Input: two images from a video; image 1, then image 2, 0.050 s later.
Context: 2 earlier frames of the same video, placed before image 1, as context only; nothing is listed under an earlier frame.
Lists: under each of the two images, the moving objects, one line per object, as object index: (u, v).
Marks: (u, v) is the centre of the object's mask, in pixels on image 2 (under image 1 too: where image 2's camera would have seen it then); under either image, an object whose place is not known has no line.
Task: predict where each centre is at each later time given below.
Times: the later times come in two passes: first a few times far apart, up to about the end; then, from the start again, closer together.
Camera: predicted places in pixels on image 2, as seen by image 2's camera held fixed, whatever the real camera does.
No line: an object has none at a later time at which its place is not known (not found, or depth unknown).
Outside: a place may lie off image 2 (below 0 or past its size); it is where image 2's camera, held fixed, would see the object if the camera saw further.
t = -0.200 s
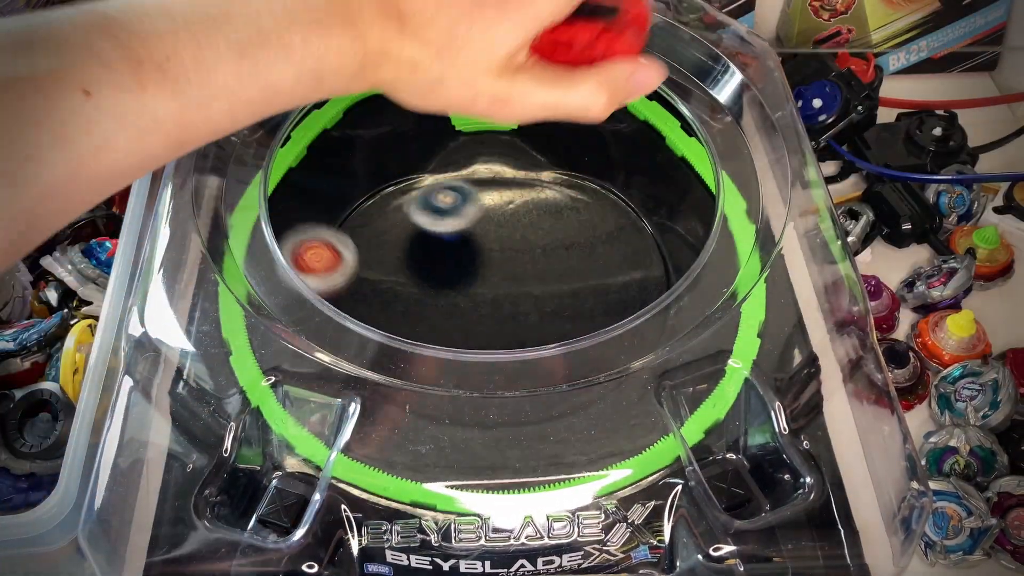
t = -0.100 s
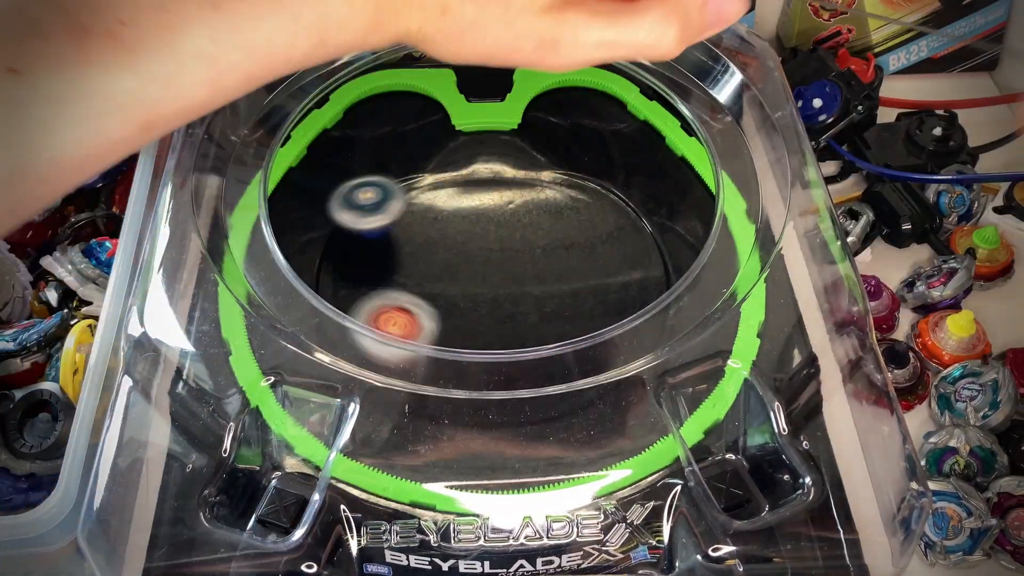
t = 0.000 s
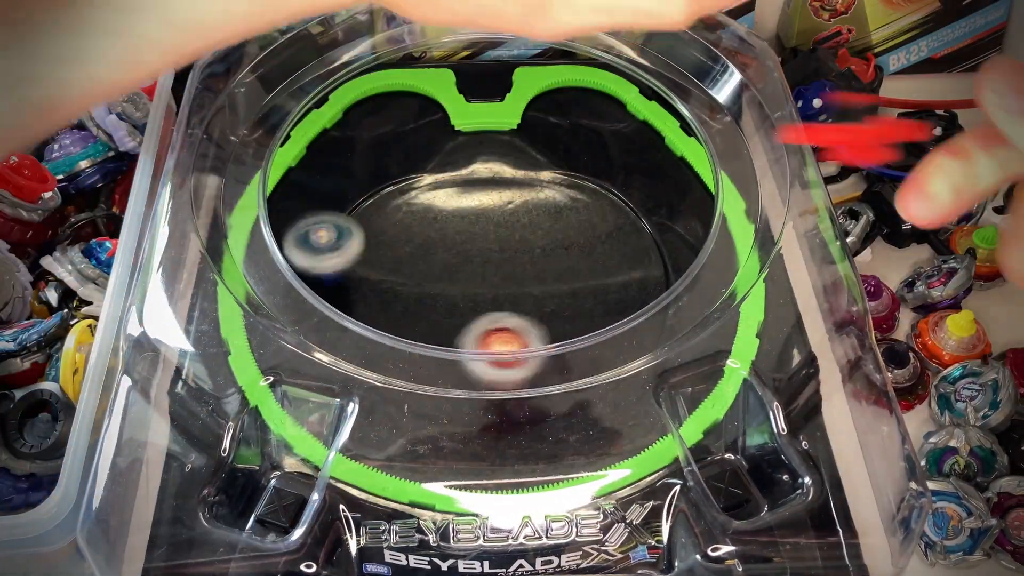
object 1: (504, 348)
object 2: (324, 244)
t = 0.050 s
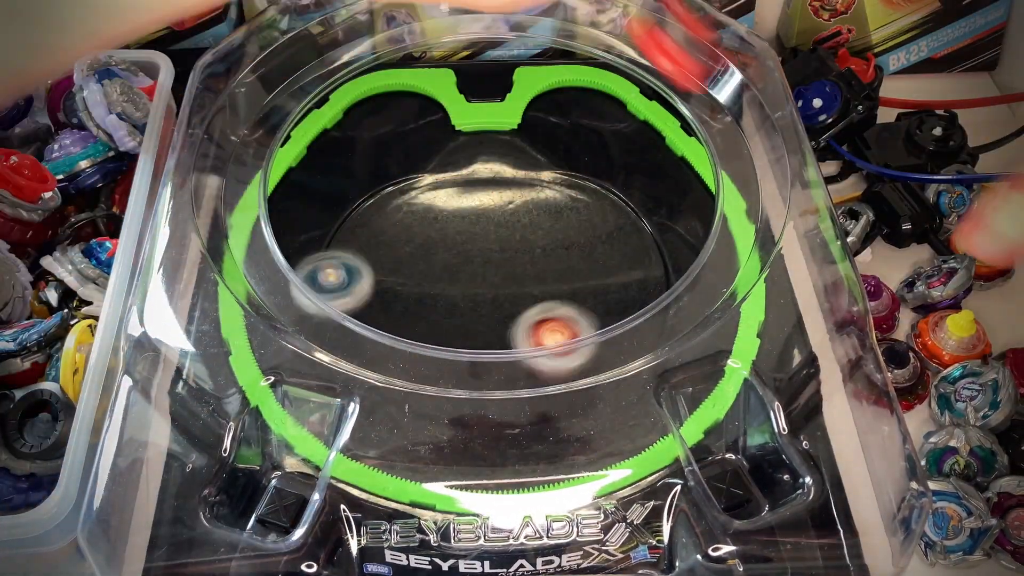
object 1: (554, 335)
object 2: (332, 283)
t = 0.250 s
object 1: (615, 192)
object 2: (561, 376)
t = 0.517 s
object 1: (408, 134)
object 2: (532, 134)
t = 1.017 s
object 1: (594, 244)
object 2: (397, 141)
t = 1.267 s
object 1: (455, 130)
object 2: (412, 197)
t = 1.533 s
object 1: (294, 201)
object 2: (397, 227)
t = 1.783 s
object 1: (347, 361)
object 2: (486, 198)
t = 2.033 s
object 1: (540, 356)
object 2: (414, 128)
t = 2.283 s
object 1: (569, 206)
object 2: (420, 227)
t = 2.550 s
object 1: (402, 180)
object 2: (667, 277)
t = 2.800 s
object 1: (394, 280)
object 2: (615, 101)
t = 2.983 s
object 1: (492, 350)
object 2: (498, 283)
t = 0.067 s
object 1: (569, 327)
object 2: (337, 297)
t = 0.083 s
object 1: (580, 314)
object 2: (340, 314)
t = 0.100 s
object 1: (593, 306)
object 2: (348, 329)
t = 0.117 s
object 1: (605, 296)
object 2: (363, 341)
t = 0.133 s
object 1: (615, 286)
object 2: (383, 355)
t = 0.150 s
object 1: (622, 274)
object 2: (403, 366)
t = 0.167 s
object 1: (626, 260)
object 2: (425, 379)
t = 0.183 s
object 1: (629, 246)
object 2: (451, 387)
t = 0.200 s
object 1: (628, 232)
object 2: (479, 388)
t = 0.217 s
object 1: (626, 218)
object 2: (506, 388)
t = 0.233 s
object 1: (621, 205)
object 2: (533, 385)
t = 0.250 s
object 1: (615, 192)
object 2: (561, 376)
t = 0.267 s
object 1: (606, 181)
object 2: (582, 364)
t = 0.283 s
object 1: (597, 170)
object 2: (603, 349)
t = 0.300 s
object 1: (586, 161)
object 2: (622, 334)
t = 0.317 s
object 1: (574, 153)
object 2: (637, 319)
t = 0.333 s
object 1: (562, 145)
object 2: (648, 302)
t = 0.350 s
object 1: (550, 140)
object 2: (648, 278)
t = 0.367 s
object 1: (537, 135)
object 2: (656, 261)
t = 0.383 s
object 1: (523, 131)
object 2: (658, 244)
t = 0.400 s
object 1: (509, 126)
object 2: (656, 226)
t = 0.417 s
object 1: (493, 123)
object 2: (646, 207)
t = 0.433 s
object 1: (477, 122)
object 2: (634, 190)
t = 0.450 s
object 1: (462, 122)
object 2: (619, 175)
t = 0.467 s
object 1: (447, 124)
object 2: (600, 161)
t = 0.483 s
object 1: (432, 127)
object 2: (576, 150)
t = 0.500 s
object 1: (419, 131)
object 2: (555, 142)
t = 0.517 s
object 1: (408, 134)
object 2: (532, 134)
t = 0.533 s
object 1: (395, 139)
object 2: (506, 125)
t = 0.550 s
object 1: (384, 144)
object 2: (476, 117)
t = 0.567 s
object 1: (374, 149)
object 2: (447, 112)
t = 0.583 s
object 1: (366, 155)
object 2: (419, 109)
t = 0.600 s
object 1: (358, 160)
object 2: (398, 108)
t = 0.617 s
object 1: (351, 167)
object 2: (375, 105)
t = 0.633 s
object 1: (345, 172)
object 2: (347, 103)
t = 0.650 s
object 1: (340, 180)
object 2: (325, 109)
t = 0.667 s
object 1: (335, 198)
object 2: (326, 128)
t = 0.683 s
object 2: (323, 115)
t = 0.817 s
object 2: (345, 105)
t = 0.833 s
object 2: (348, 105)
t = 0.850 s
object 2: (352, 103)
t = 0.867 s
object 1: (609, 395)
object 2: (355, 102)
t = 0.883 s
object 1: (607, 384)
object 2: (360, 106)
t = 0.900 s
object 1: (605, 382)
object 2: (366, 112)
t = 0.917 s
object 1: (603, 366)
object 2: (373, 122)
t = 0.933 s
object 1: (601, 332)
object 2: (377, 126)
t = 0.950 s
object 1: (597, 303)
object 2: (381, 126)
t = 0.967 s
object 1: (600, 289)
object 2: (385, 128)
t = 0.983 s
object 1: (598, 271)
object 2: (390, 134)
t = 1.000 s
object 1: (597, 255)
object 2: (394, 140)
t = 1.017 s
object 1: (594, 244)
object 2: (397, 141)
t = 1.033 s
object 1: (592, 235)
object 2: (401, 144)
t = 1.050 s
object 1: (589, 231)
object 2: (404, 148)
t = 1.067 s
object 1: (586, 225)
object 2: (407, 149)
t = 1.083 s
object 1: (580, 208)
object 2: (410, 151)
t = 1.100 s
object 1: (574, 194)
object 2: (412, 155)
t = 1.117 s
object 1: (567, 185)
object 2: (414, 158)
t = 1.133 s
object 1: (561, 178)
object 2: (416, 162)
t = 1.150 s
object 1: (553, 171)
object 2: (417, 166)
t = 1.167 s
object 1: (542, 162)
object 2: (418, 170)
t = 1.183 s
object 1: (532, 155)
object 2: (418, 174)
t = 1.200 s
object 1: (520, 148)
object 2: (418, 179)
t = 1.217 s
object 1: (506, 143)
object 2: (417, 183)
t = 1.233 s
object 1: (491, 138)
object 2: (416, 188)
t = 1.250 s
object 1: (472, 134)
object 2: (414, 192)
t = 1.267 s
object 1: (455, 130)
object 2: (412, 197)
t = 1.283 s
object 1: (436, 128)
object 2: (409, 200)
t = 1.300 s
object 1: (421, 126)
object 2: (405, 204)
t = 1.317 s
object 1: (406, 125)
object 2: (401, 207)
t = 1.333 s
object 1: (391, 124)
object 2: (398, 209)
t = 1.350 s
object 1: (376, 126)
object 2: (394, 211)
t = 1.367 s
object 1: (363, 127)
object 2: (390, 212)
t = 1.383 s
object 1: (350, 129)
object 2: (387, 213)
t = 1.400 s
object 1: (336, 129)
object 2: (385, 214)
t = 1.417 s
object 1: (325, 133)
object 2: (383, 216)
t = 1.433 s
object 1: (316, 136)
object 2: (382, 217)
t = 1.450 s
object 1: (301, 137)
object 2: (383, 219)
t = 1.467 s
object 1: (295, 147)
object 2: (384, 220)
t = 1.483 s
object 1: (293, 161)
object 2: (386, 222)
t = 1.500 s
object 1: (291, 175)
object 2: (389, 224)
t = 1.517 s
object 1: (294, 188)
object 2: (393, 225)
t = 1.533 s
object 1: (294, 201)
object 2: (397, 227)
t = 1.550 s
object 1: (293, 211)
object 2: (402, 229)
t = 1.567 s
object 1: (294, 221)
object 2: (408, 231)
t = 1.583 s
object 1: (287, 234)
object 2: (415, 233)
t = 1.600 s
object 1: (287, 246)
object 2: (422, 233)
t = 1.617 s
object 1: (286, 258)
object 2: (429, 234)
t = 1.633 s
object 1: (289, 271)
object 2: (436, 234)
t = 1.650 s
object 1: (291, 283)
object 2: (443, 233)
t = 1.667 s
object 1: (296, 293)
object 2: (451, 230)
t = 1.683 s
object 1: (302, 302)
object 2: (457, 228)
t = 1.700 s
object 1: (310, 311)
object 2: (464, 224)
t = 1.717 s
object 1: (318, 320)
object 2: (469, 220)
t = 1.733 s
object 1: (322, 334)
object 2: (475, 215)
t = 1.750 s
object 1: (328, 347)
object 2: (480, 209)
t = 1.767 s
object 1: (337, 354)
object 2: (484, 203)
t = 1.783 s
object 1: (347, 361)
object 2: (486, 198)
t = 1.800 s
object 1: (356, 367)
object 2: (488, 189)
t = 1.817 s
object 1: (368, 373)
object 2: (488, 182)
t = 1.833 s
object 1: (379, 377)
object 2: (488, 175)
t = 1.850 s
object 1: (390, 381)
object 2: (486, 168)
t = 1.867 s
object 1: (402, 385)
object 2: (483, 162)
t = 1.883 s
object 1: (414, 386)
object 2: (479, 156)
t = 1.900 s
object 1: (427, 389)
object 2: (474, 151)
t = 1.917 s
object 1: (440, 388)
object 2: (467, 146)
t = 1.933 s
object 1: (454, 389)
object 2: (460, 142)
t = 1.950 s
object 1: (468, 388)
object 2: (451, 138)
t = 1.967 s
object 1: (485, 386)
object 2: (443, 136)
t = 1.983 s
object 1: (500, 384)
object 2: (435, 132)
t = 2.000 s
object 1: (514, 373)
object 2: (427, 131)
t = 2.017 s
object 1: (528, 363)
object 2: (420, 129)
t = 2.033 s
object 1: (540, 356)
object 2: (414, 128)
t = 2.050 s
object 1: (553, 346)
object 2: (410, 128)
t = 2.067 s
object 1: (562, 336)
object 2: (405, 129)
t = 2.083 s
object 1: (571, 325)
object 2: (400, 130)
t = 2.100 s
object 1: (577, 311)
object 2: (398, 133)
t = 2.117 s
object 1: (585, 303)
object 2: (396, 136)
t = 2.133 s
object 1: (590, 294)
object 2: (396, 141)
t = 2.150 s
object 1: (593, 283)
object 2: (396, 145)
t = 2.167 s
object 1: (594, 272)
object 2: (399, 152)
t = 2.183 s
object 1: (594, 260)
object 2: (401, 159)
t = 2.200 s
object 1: (592, 250)
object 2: (404, 168)
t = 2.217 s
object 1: (590, 240)
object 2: (406, 178)
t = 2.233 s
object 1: (586, 231)
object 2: (408, 189)
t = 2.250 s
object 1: (582, 222)
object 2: (410, 201)
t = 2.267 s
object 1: (575, 214)
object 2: (414, 214)
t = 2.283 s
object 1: (569, 206)
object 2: (420, 227)
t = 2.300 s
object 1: (560, 198)
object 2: (428, 239)
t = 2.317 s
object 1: (551, 192)
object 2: (437, 249)
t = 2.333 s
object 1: (542, 187)
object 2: (449, 261)
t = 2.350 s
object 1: (531, 182)
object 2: (462, 271)
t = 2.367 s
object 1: (520, 177)
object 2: (476, 279)
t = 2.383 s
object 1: (509, 174)
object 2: (493, 287)
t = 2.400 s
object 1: (498, 171)
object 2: (509, 293)
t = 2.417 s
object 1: (486, 170)
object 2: (528, 299)
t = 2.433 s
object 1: (476, 169)
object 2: (546, 301)
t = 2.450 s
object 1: (465, 168)
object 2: (564, 303)
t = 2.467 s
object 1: (454, 169)
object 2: (584, 302)
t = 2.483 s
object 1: (443, 170)
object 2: (600, 298)
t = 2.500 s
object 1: (432, 172)
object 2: (618, 296)
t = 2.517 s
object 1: (422, 174)
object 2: (637, 291)
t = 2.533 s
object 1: (411, 177)
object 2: (653, 286)
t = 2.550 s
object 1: (402, 180)
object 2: (667, 277)
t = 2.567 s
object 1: (393, 184)
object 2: (673, 265)
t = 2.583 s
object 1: (386, 189)
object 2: (676, 252)
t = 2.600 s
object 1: (379, 194)
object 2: (679, 243)
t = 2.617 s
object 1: (374, 200)
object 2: (683, 237)
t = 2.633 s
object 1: (369, 206)
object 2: (685, 232)
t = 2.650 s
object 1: (366, 213)
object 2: (688, 218)
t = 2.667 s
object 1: (364, 220)
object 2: (692, 207)
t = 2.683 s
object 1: (364, 227)
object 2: (696, 198)
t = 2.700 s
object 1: (364, 234)
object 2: (700, 188)
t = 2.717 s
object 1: (366, 242)
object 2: (703, 174)
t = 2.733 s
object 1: (369, 250)
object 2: (687, 157)
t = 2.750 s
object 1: (373, 257)
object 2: (663, 144)
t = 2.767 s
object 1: (379, 265)
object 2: (647, 128)
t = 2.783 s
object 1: (386, 273)
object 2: (630, 114)
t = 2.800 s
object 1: (394, 280)
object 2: (615, 101)
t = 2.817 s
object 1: (403, 287)
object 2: (601, 90)
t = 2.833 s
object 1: (412, 293)
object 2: (587, 80)
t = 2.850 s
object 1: (423, 298)
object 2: (569, 72)
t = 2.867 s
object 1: (433, 304)
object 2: (543, 86)
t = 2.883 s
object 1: (444, 308)
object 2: (530, 118)
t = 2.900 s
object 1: (456, 311)
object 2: (525, 157)
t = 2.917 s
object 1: (467, 312)
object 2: (515, 200)
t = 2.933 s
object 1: (479, 313)
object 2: (507, 238)
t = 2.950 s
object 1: (487, 315)
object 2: (502, 256)
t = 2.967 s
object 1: (489, 324)
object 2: (500, 270)
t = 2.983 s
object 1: (492, 350)
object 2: (498, 283)
